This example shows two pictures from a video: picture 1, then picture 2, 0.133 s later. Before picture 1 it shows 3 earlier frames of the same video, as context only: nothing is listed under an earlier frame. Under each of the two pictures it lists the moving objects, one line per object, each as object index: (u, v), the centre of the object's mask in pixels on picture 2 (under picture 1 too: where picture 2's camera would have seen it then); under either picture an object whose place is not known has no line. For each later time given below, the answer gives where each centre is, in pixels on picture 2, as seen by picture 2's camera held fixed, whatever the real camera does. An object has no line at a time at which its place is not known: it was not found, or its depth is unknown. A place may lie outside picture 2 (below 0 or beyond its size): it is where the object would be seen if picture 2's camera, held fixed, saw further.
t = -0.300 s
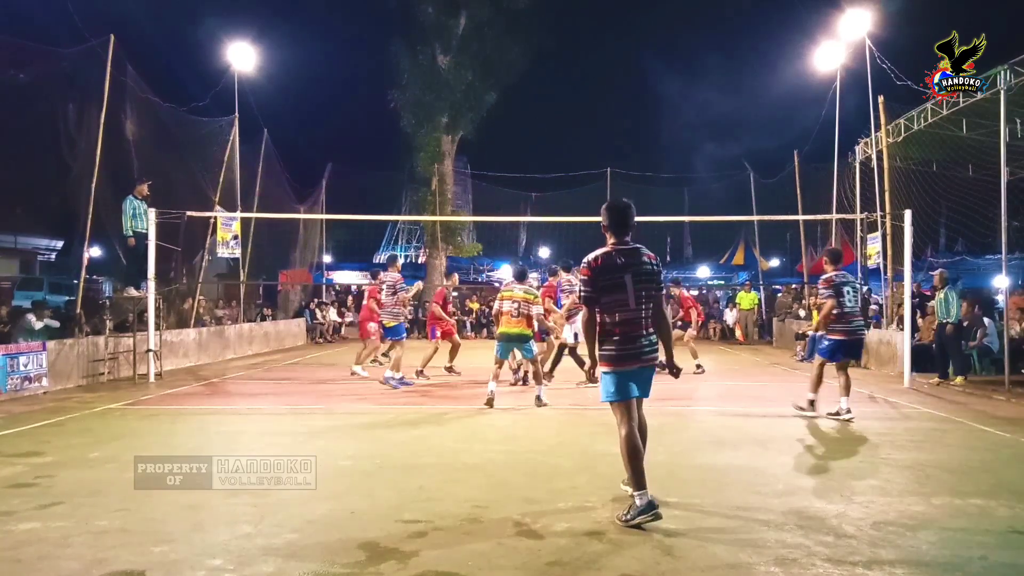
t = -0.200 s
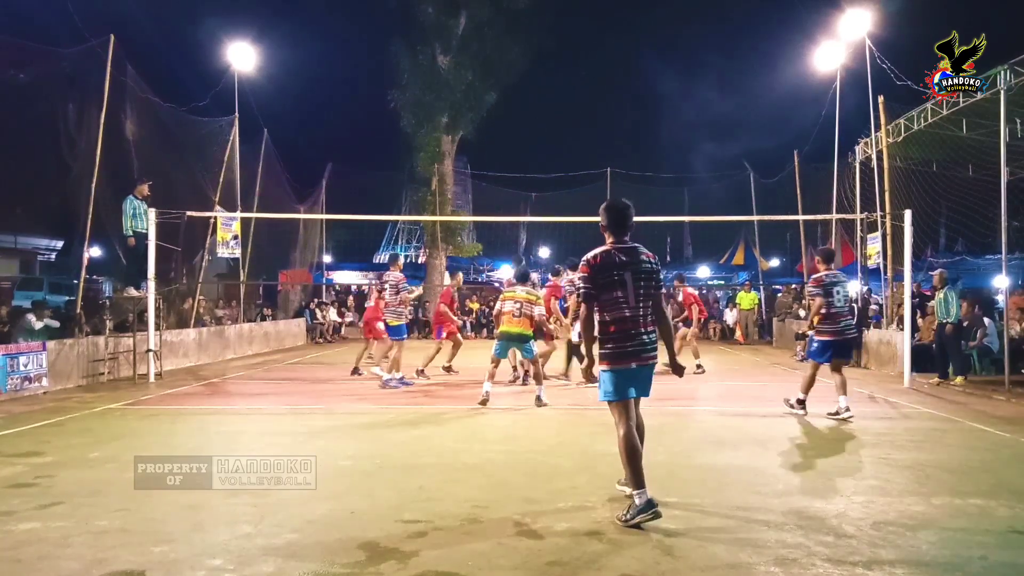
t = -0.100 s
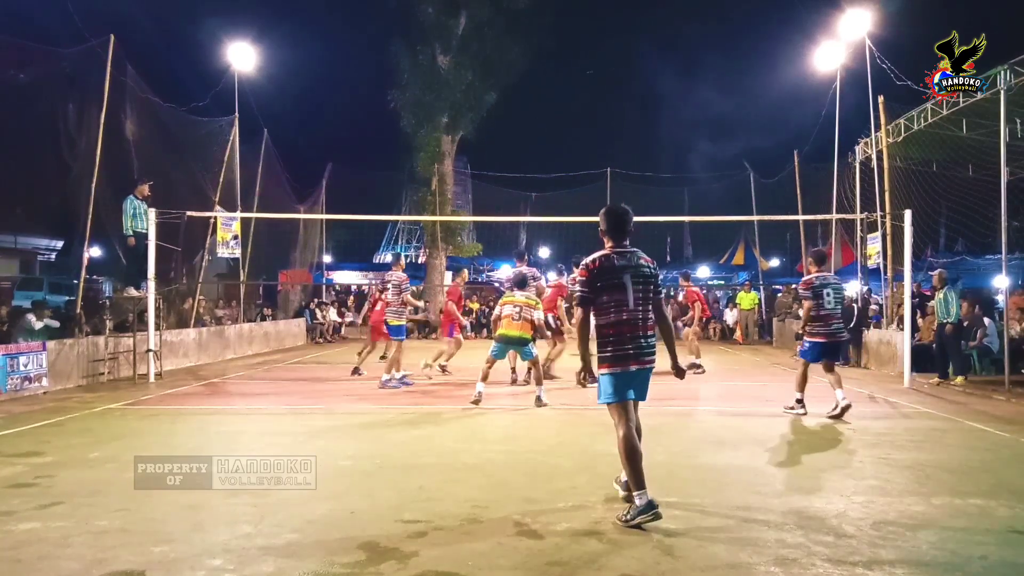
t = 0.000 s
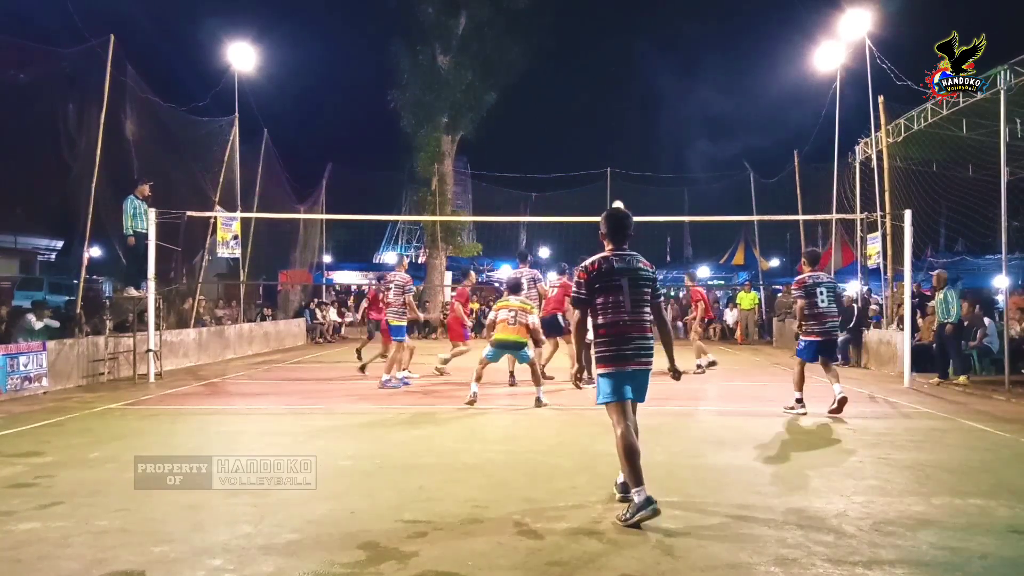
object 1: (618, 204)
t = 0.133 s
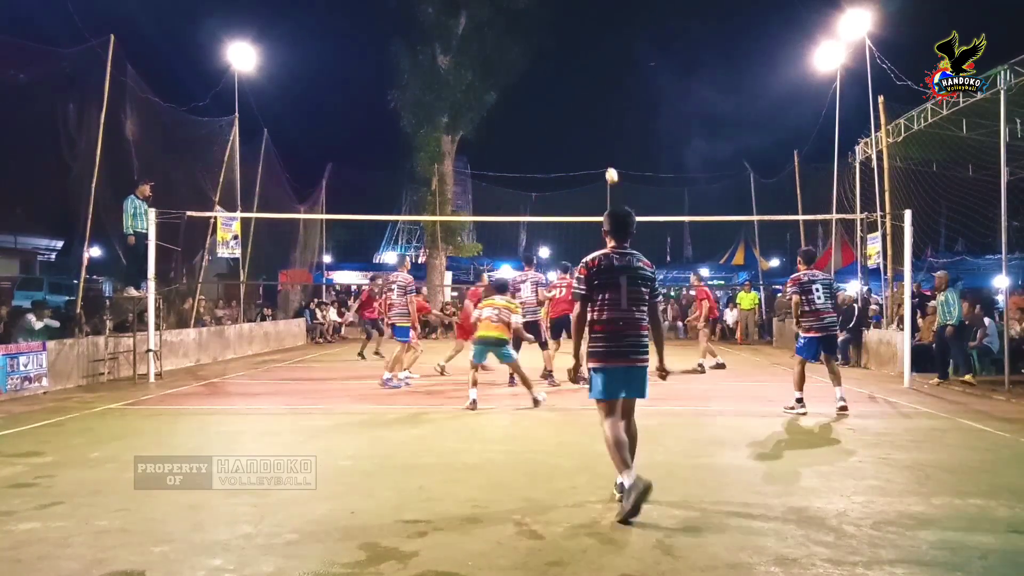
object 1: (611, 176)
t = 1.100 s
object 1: (562, 200)
